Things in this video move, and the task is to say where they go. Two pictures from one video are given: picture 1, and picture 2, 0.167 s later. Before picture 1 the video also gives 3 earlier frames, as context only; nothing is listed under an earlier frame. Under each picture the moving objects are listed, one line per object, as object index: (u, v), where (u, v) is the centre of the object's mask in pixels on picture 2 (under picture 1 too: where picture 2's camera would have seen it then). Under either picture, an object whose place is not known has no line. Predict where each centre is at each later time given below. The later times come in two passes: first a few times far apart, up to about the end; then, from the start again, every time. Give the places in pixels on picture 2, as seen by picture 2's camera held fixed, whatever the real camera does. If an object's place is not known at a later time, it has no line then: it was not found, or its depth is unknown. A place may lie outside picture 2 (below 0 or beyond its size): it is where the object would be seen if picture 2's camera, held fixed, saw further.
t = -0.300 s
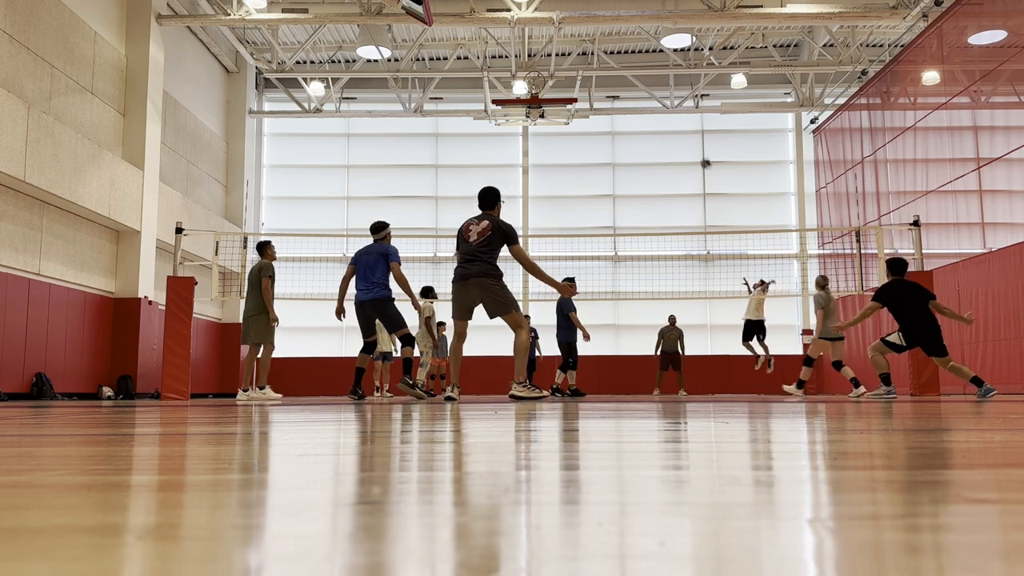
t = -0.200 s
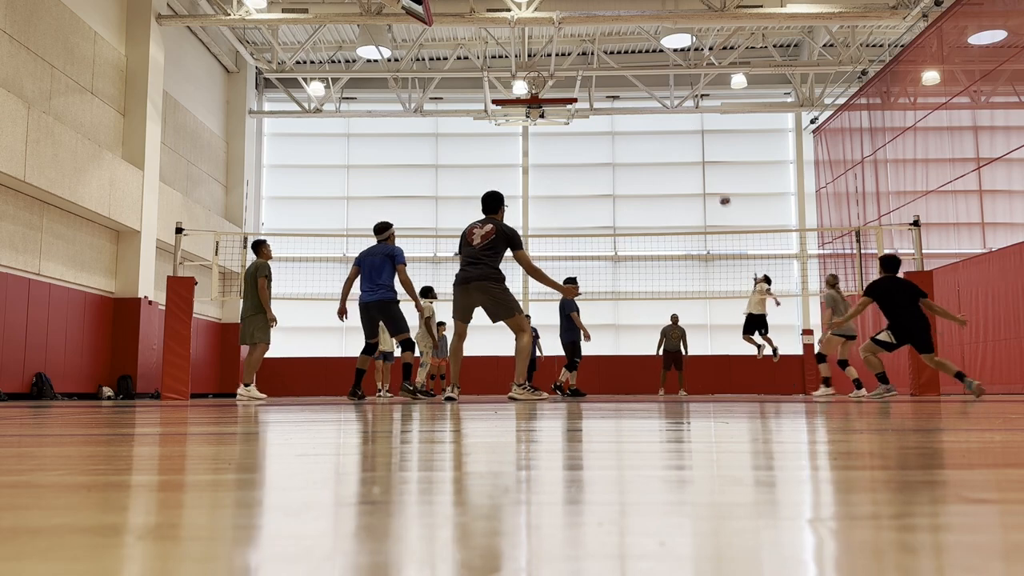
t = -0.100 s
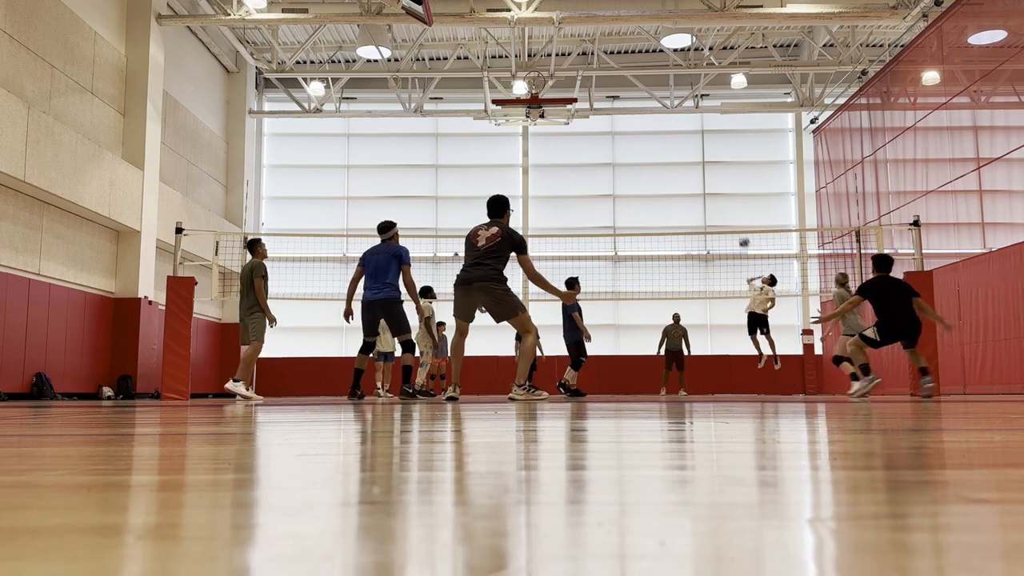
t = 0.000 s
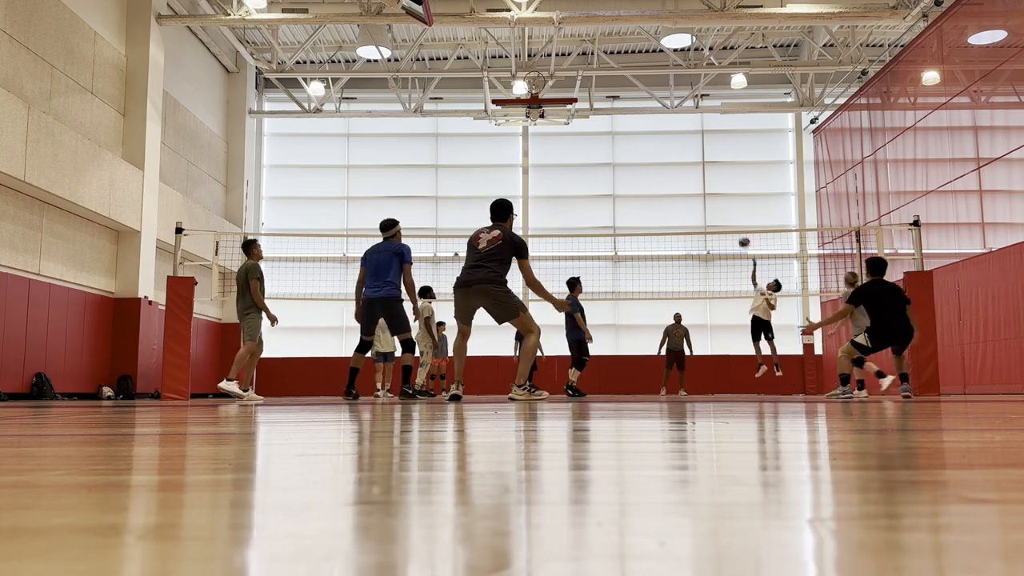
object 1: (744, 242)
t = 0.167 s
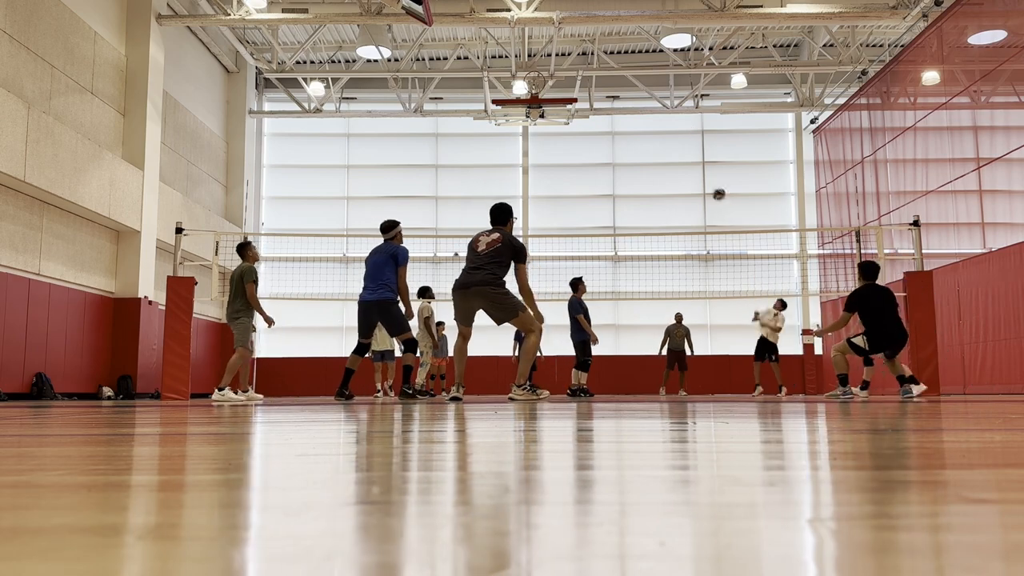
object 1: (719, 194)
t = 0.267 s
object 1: (701, 170)
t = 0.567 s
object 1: (637, 126)
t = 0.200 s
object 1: (712, 185)
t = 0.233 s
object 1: (707, 177)
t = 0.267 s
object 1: (701, 170)
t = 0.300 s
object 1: (695, 163)
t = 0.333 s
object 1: (689, 156)
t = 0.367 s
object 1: (682, 149)
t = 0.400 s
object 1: (675, 144)
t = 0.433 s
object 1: (668, 139)
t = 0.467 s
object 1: (661, 134)
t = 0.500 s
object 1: (654, 131)
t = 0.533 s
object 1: (645, 128)
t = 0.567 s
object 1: (637, 126)
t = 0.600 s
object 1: (628, 125)
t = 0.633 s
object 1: (619, 125)
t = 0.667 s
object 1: (609, 126)
